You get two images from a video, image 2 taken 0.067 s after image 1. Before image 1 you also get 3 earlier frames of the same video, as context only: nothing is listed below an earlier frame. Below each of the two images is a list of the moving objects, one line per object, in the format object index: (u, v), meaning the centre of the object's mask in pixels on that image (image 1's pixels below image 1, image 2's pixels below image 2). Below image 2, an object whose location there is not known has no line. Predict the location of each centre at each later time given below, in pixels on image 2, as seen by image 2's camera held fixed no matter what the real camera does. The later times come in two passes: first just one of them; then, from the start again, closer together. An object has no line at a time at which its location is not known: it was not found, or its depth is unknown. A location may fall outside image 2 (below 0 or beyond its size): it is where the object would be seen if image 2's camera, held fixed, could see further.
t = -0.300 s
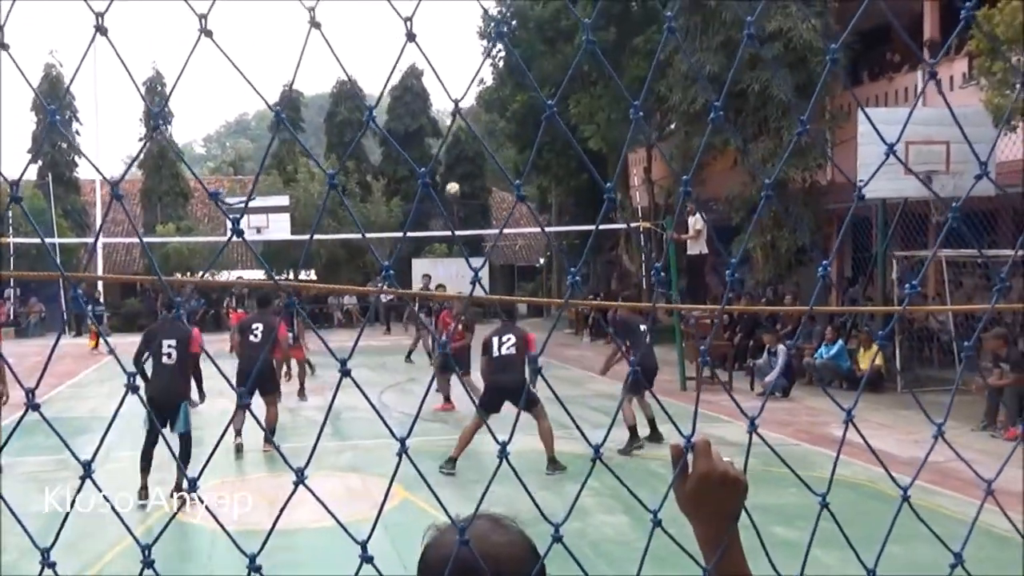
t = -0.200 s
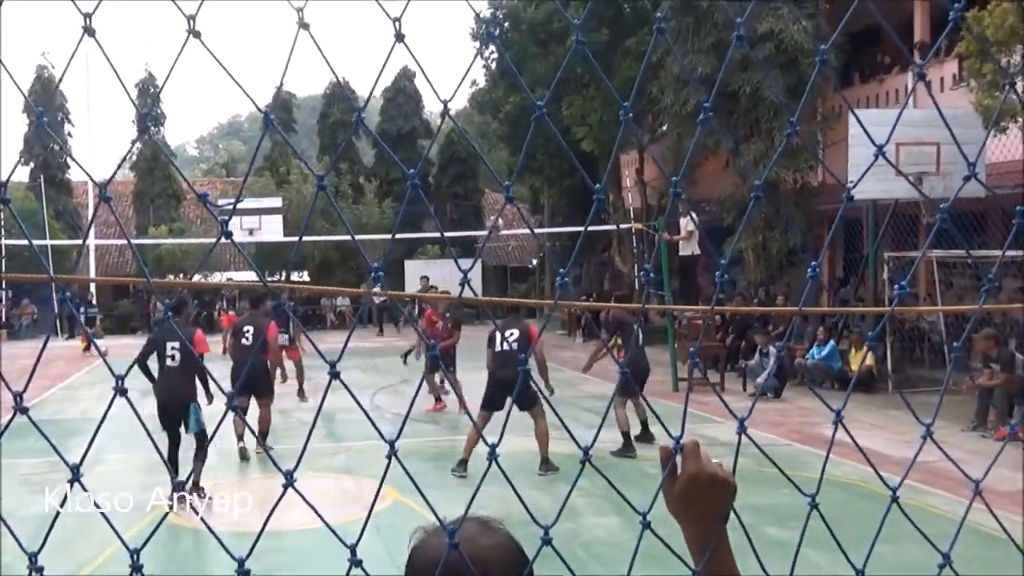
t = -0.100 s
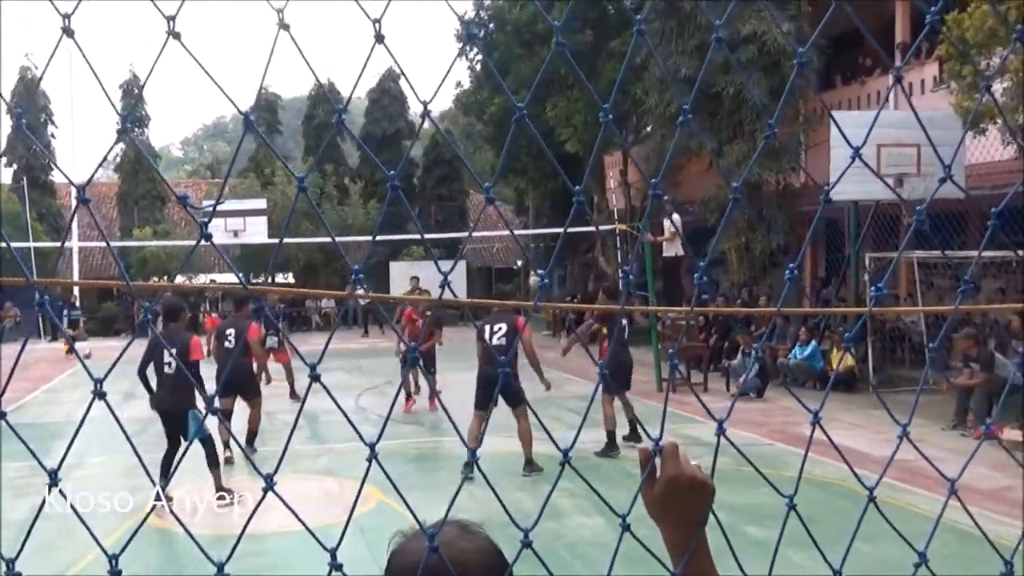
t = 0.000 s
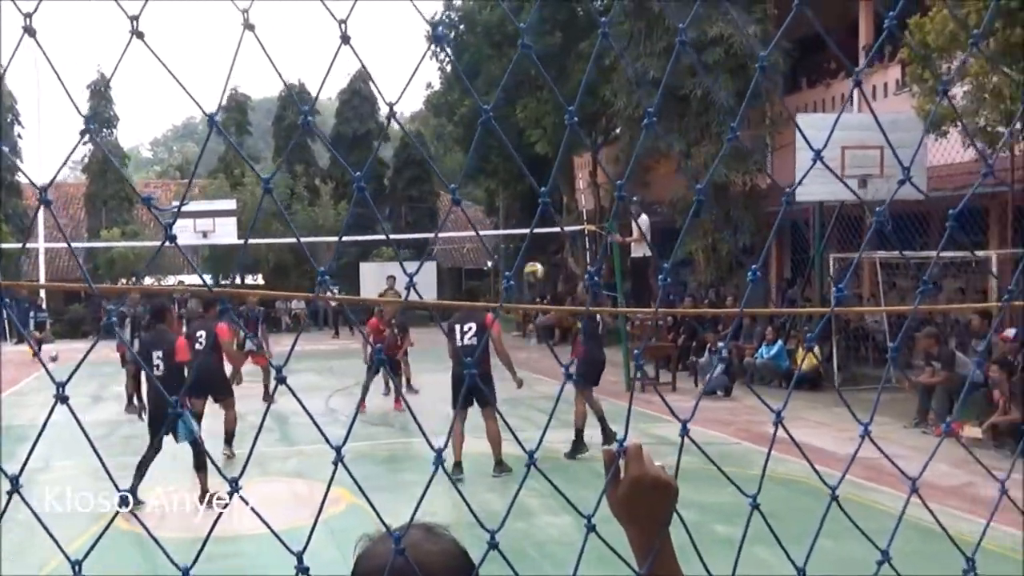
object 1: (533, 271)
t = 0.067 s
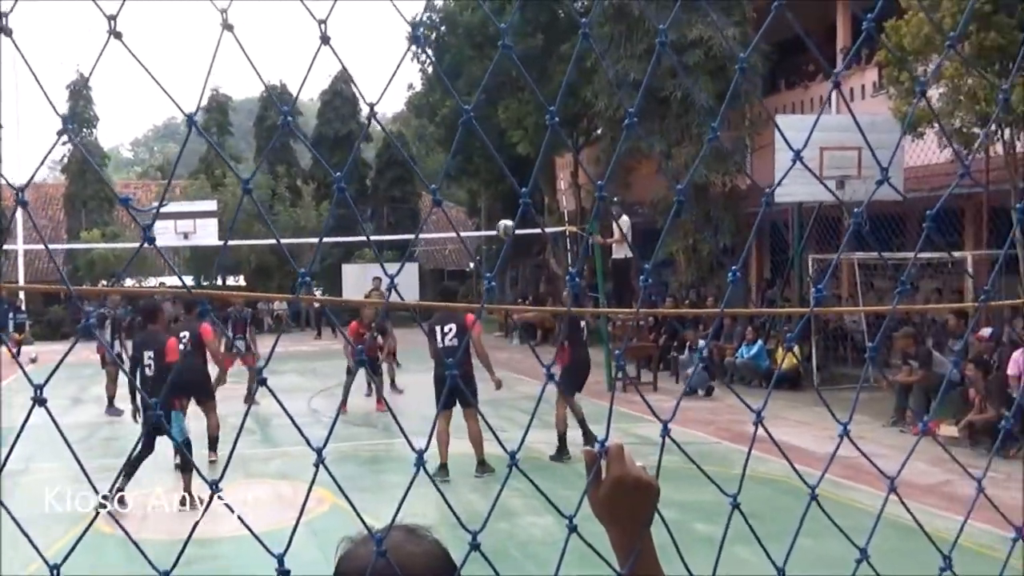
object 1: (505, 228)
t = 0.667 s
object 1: (439, 112)
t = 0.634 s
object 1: (442, 105)
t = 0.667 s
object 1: (439, 112)
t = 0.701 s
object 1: (436, 118)
